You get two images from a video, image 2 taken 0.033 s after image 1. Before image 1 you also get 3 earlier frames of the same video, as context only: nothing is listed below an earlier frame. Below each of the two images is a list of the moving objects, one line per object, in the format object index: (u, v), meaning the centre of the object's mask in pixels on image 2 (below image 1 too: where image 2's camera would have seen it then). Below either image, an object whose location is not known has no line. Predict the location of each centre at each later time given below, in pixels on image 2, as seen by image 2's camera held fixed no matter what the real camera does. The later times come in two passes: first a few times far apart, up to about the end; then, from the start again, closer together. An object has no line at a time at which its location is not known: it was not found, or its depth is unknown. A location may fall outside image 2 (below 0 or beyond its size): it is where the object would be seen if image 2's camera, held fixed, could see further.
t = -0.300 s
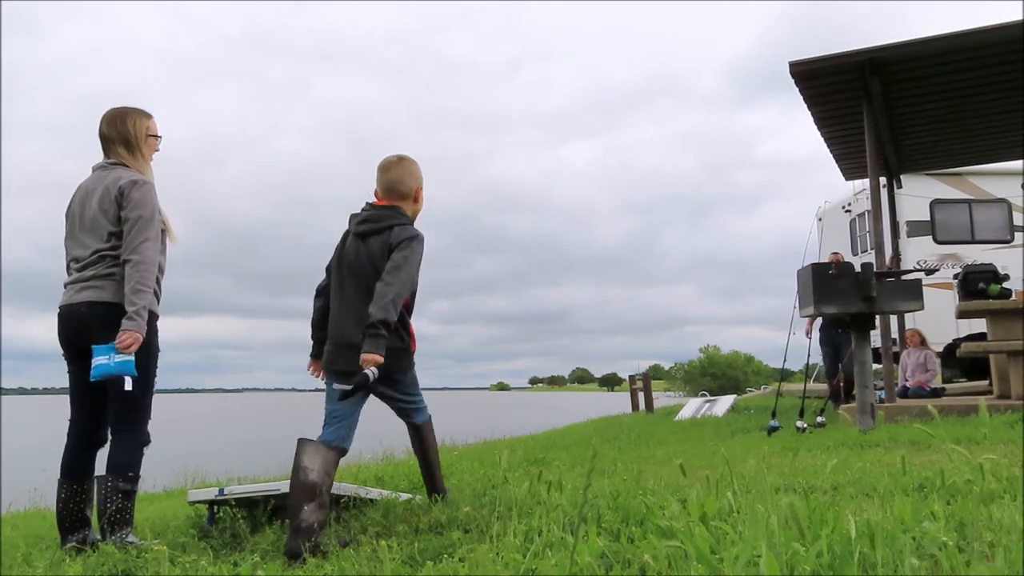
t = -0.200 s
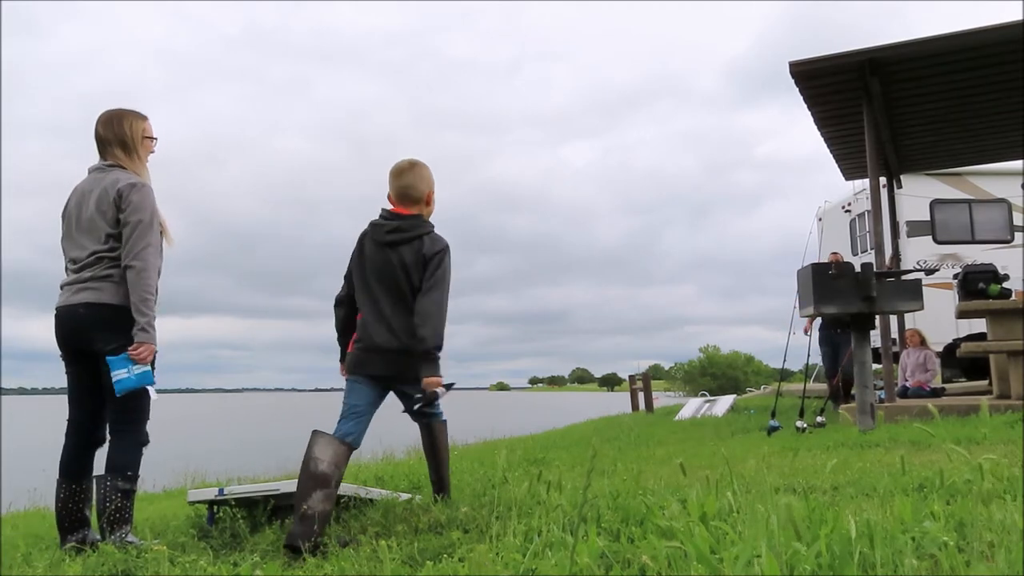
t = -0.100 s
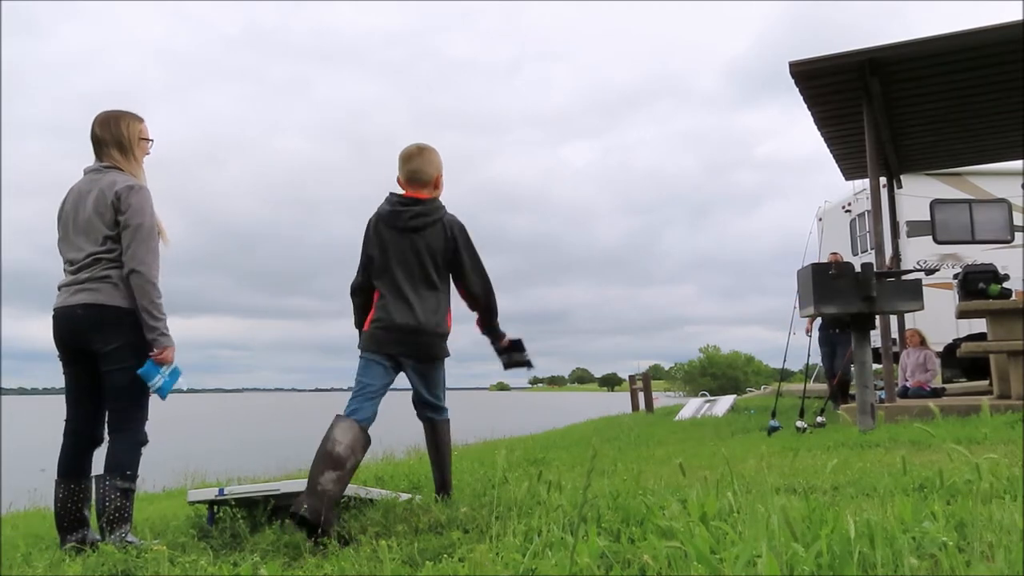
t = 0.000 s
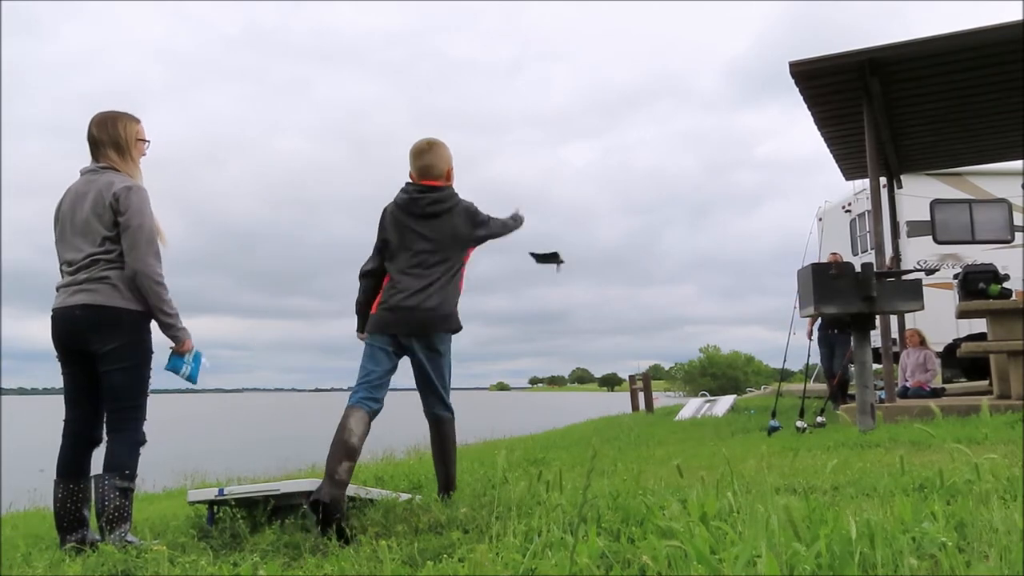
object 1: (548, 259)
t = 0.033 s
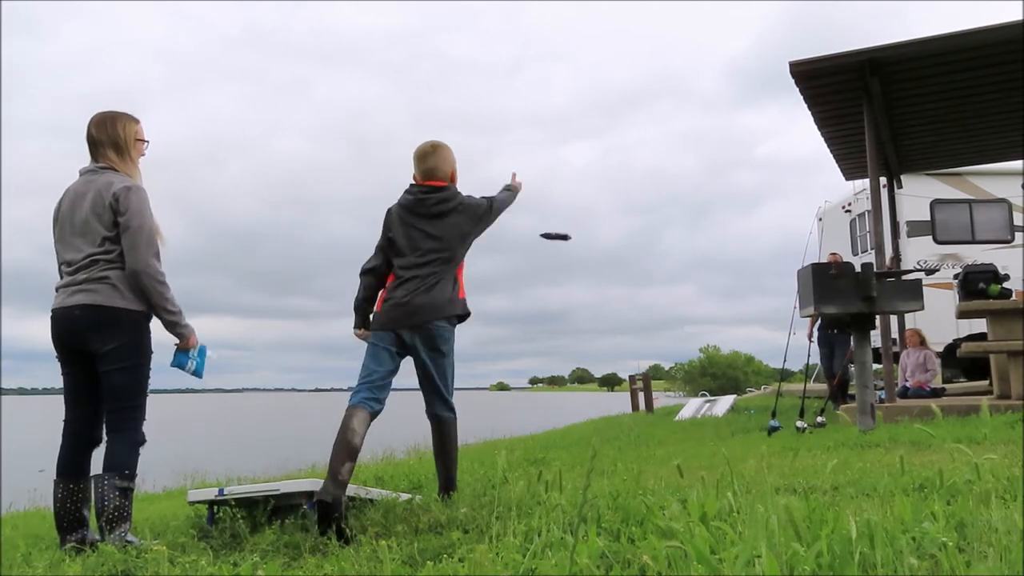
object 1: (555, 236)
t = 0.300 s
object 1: (604, 171)
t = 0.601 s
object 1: (641, 215)
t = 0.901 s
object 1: (664, 324)
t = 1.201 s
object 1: (676, 408)
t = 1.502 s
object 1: (672, 412)
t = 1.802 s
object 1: (672, 413)
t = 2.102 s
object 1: (672, 412)
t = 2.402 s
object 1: (672, 413)
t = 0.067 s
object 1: (563, 219)
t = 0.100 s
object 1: (570, 205)
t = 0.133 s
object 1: (577, 194)
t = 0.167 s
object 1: (583, 185)
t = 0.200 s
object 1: (589, 179)
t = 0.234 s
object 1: (594, 174)
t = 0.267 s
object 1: (599, 172)
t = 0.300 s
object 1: (604, 171)
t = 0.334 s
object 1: (608, 171)
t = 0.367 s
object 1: (613, 173)
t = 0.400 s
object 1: (617, 176)
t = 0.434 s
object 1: (622, 180)
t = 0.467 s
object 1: (626, 185)
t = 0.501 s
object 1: (630, 191)
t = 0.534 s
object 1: (634, 198)
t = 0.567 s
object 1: (638, 206)
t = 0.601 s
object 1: (641, 215)
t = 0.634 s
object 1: (644, 224)
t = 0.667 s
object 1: (647, 234)
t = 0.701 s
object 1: (650, 245)
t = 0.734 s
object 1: (652, 257)
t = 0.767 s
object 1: (655, 269)
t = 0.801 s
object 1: (657, 282)
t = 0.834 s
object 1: (659, 295)
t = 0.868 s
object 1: (662, 309)
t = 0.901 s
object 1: (664, 324)
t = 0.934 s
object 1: (667, 339)
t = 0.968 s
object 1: (669, 355)
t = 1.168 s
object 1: (676, 409)
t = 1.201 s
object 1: (676, 408)
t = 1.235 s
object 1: (677, 407)
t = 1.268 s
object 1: (677, 408)
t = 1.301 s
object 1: (677, 408)
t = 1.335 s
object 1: (675, 412)
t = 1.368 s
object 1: (673, 412)
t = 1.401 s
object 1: (673, 413)
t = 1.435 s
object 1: (672, 413)
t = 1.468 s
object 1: (672, 413)
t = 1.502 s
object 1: (672, 412)
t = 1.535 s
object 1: (671, 412)
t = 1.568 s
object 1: (672, 413)
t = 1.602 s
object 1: (672, 413)
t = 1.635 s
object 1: (672, 413)
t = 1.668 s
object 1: (672, 413)
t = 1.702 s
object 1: (672, 413)
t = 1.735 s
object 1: (672, 413)
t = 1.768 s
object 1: (672, 413)
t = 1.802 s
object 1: (672, 413)
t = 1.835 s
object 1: (672, 413)
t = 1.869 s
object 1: (672, 413)
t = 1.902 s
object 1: (672, 413)
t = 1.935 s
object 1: (672, 413)
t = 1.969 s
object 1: (672, 413)
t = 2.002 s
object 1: (672, 413)
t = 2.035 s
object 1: (672, 412)
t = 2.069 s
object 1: (672, 412)
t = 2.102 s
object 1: (672, 412)
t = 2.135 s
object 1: (672, 412)
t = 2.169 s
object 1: (672, 412)
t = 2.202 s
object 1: (672, 412)
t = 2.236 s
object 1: (672, 413)
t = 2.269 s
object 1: (672, 412)
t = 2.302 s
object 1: (672, 413)
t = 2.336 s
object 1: (672, 413)
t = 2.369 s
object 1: (672, 413)
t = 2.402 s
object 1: (672, 413)
